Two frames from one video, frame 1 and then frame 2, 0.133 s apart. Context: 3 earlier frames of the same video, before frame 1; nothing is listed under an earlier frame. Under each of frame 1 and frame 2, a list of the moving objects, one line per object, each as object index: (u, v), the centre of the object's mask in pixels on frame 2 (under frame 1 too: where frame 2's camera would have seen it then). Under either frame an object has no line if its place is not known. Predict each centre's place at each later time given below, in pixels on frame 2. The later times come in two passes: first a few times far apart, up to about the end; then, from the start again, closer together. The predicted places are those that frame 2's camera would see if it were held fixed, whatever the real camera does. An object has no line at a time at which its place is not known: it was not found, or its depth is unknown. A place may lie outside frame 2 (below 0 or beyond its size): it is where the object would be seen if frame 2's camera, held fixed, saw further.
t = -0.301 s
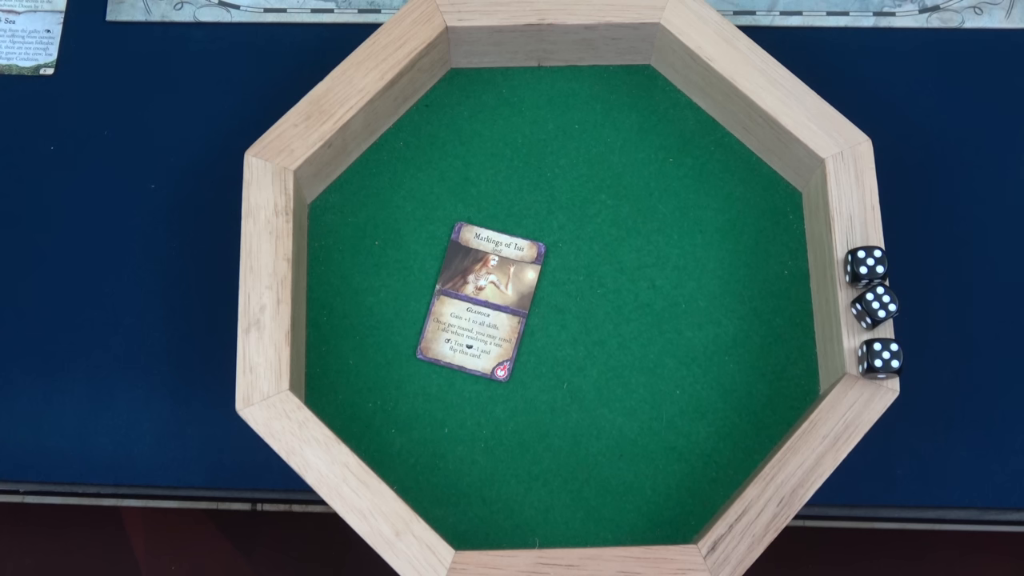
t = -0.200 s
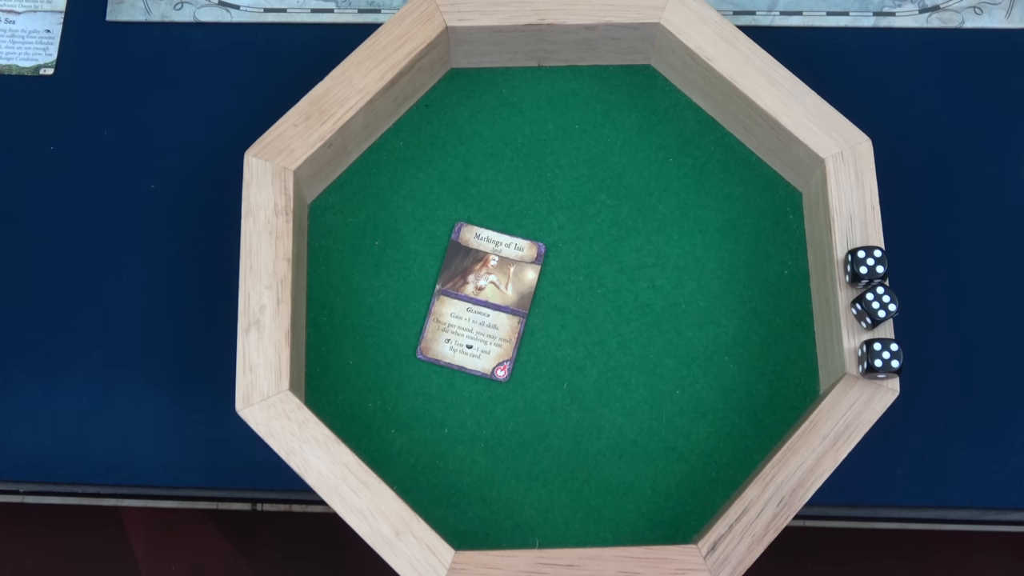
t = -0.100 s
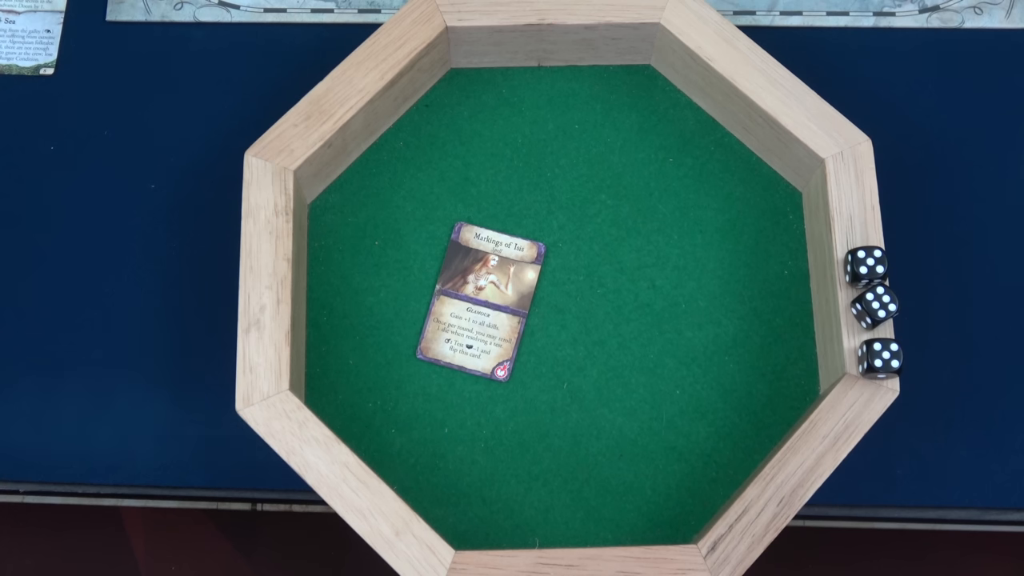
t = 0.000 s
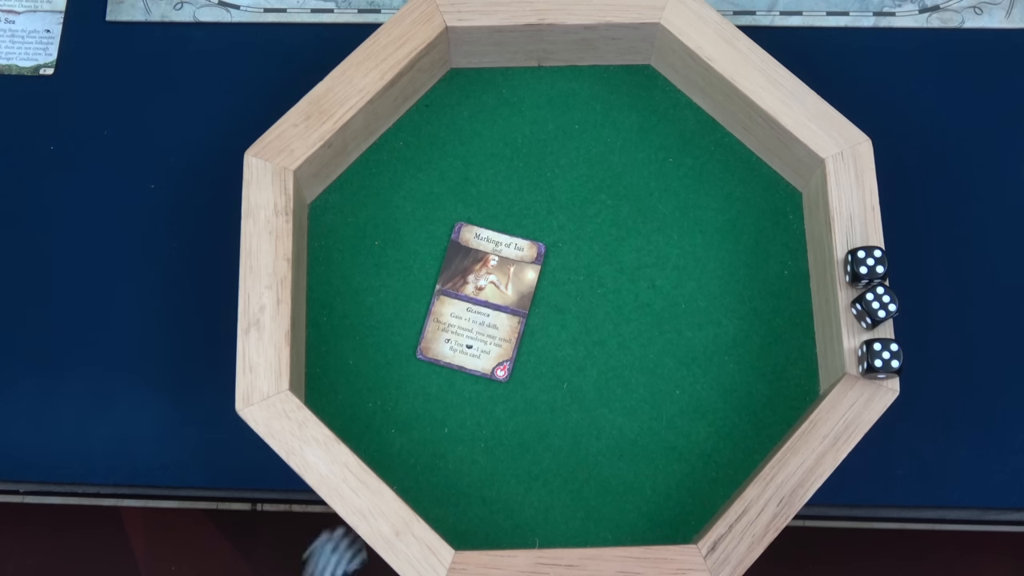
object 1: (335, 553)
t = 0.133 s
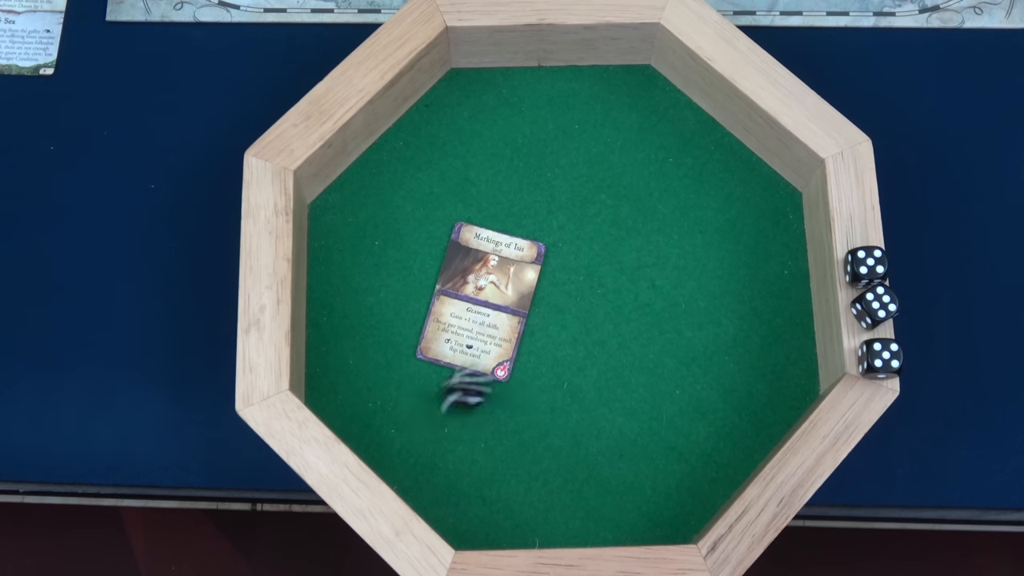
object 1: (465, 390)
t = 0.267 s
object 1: (596, 290)
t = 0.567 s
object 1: (722, 205)
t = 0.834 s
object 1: (685, 194)
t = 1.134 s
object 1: (685, 194)
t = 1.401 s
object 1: (685, 194)
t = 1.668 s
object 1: (685, 194)
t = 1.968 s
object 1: (685, 194)
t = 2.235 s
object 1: (685, 194)
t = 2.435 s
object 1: (685, 194)
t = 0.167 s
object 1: (496, 361)
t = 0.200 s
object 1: (527, 332)
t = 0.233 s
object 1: (557, 311)
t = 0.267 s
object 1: (596, 290)
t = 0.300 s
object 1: (632, 274)
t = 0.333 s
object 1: (670, 258)
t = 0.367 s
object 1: (709, 247)
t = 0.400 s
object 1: (747, 233)
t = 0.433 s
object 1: (787, 223)
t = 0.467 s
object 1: (782, 218)
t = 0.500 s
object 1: (759, 213)
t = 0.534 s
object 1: (738, 213)
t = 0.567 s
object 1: (722, 205)
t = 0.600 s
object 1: (711, 199)
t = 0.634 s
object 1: (700, 196)
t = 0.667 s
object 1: (689, 190)
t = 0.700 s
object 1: (684, 190)
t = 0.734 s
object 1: (685, 194)
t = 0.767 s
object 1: (685, 194)
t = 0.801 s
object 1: (685, 194)
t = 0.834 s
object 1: (685, 194)
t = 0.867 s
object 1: (685, 194)
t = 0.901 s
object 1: (685, 194)
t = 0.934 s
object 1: (685, 194)
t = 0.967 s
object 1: (685, 194)
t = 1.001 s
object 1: (685, 194)
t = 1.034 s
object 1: (685, 194)
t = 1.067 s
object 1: (685, 194)
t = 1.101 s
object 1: (685, 194)
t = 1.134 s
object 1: (685, 194)
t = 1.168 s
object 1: (685, 194)
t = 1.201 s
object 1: (685, 194)
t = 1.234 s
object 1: (685, 194)
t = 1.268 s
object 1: (685, 194)
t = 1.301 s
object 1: (685, 194)
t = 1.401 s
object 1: (685, 194)
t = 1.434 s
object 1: (685, 194)
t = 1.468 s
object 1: (685, 194)
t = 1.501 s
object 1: (685, 194)
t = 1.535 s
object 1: (685, 194)
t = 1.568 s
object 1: (685, 194)
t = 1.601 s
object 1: (685, 194)
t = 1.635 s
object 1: (685, 194)
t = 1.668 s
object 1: (685, 194)
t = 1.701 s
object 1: (685, 194)
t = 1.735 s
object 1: (685, 194)
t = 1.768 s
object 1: (685, 194)
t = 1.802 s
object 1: (685, 194)
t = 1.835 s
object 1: (685, 194)
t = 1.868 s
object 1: (685, 194)
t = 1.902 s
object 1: (685, 194)
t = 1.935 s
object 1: (685, 194)
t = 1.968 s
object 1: (685, 194)
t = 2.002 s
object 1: (685, 194)
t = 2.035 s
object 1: (685, 194)
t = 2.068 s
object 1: (685, 194)
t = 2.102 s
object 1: (685, 194)
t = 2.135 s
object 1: (685, 194)
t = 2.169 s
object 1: (685, 194)
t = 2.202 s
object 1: (685, 194)
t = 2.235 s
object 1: (685, 194)
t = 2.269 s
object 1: (685, 194)
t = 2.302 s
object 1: (685, 194)
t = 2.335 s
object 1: (685, 194)
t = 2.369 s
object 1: (685, 194)
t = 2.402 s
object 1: (685, 194)
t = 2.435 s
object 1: (685, 194)
